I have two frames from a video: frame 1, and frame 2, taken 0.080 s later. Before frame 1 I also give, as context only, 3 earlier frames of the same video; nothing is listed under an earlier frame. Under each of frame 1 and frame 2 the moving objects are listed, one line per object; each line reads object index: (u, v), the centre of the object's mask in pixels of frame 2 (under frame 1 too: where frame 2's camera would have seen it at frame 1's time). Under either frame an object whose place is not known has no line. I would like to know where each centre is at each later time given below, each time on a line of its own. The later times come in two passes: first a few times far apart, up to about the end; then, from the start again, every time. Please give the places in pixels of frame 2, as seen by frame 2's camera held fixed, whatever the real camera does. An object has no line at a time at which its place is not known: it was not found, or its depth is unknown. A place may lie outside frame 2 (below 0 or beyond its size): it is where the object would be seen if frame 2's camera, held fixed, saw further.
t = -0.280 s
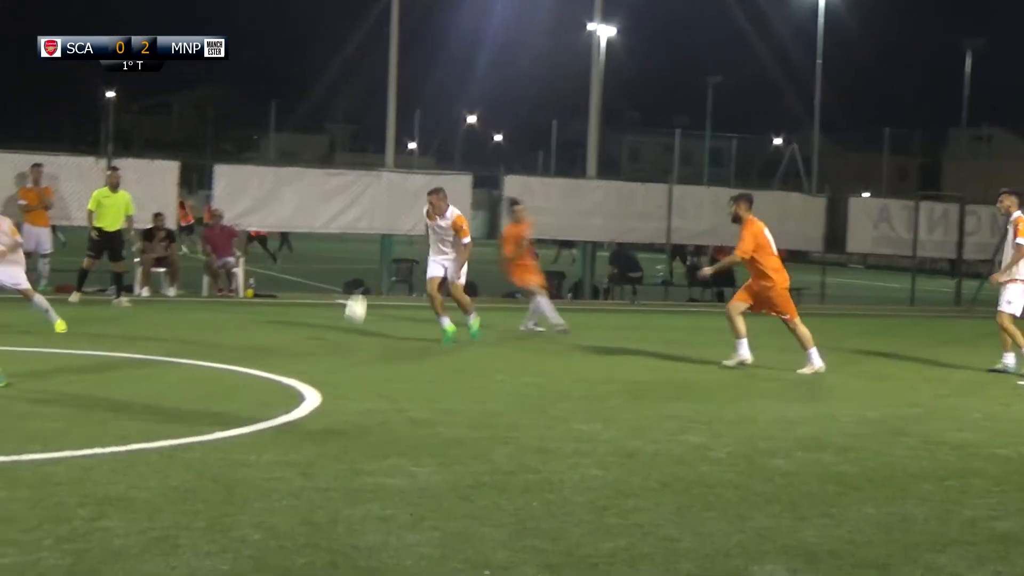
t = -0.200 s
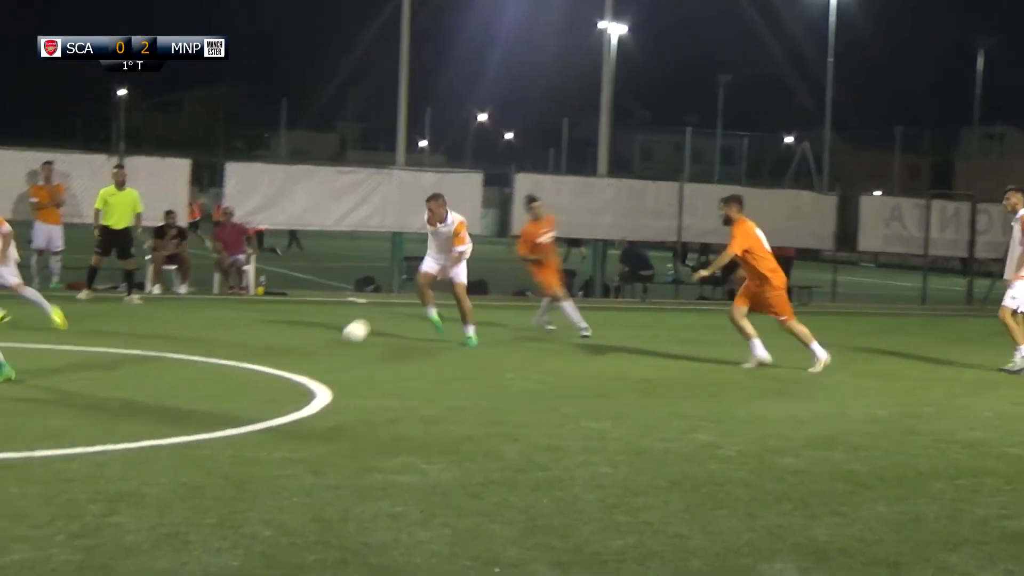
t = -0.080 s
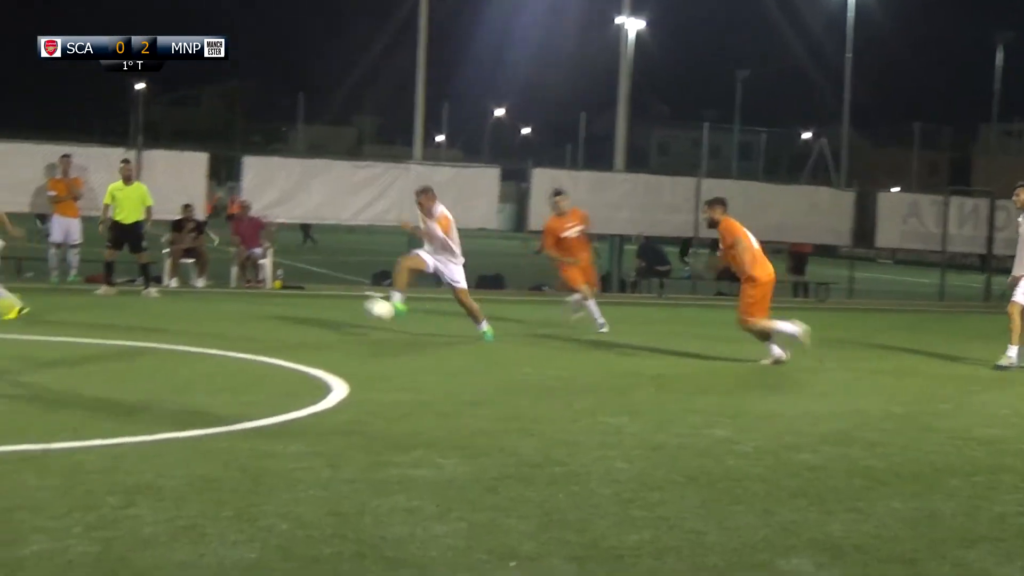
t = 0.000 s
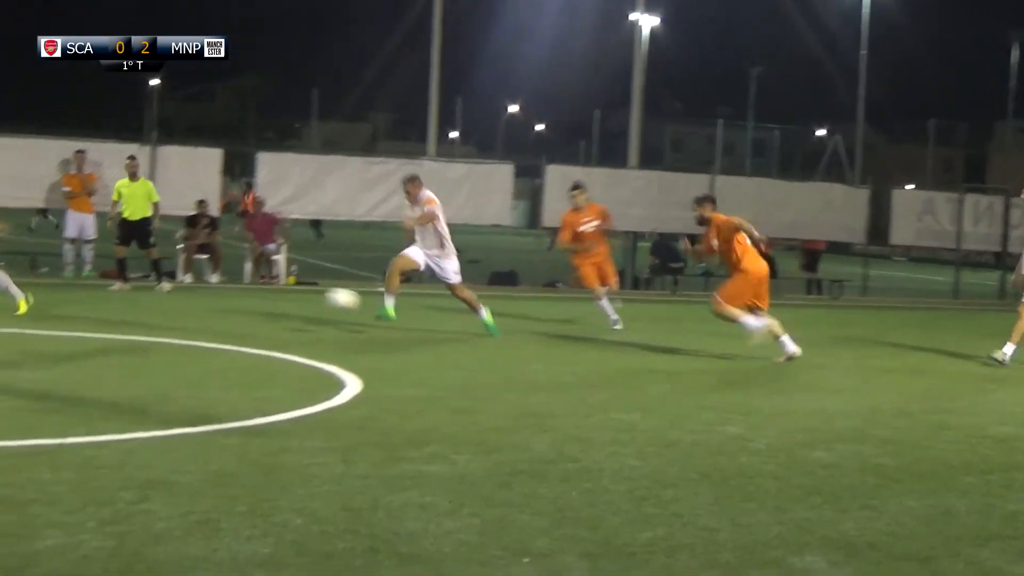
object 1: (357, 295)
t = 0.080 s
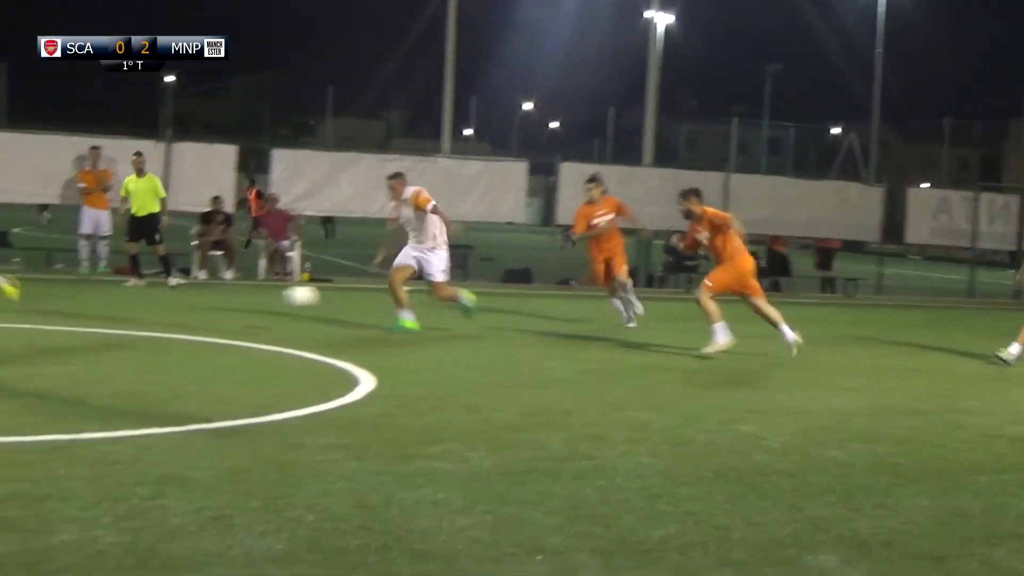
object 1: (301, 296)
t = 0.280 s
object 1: (151, 325)
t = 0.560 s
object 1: (3, 325)
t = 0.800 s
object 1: (-117, 325)
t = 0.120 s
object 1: (272, 298)
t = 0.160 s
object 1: (243, 303)
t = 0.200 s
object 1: (212, 310)
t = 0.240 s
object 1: (181, 319)
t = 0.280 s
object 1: (151, 325)
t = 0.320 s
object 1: (130, 322)
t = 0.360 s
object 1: (108, 321)
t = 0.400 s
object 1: (88, 320)
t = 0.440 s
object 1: (66, 322)
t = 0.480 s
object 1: (43, 326)
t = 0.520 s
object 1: (21, 327)
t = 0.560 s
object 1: (3, 325)
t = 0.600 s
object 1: (-16, 324)
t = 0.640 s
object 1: (-35, 324)
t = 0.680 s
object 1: (-56, 327)
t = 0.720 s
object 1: (-76, 329)
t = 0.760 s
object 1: (-97, 326)
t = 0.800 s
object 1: (-117, 325)
